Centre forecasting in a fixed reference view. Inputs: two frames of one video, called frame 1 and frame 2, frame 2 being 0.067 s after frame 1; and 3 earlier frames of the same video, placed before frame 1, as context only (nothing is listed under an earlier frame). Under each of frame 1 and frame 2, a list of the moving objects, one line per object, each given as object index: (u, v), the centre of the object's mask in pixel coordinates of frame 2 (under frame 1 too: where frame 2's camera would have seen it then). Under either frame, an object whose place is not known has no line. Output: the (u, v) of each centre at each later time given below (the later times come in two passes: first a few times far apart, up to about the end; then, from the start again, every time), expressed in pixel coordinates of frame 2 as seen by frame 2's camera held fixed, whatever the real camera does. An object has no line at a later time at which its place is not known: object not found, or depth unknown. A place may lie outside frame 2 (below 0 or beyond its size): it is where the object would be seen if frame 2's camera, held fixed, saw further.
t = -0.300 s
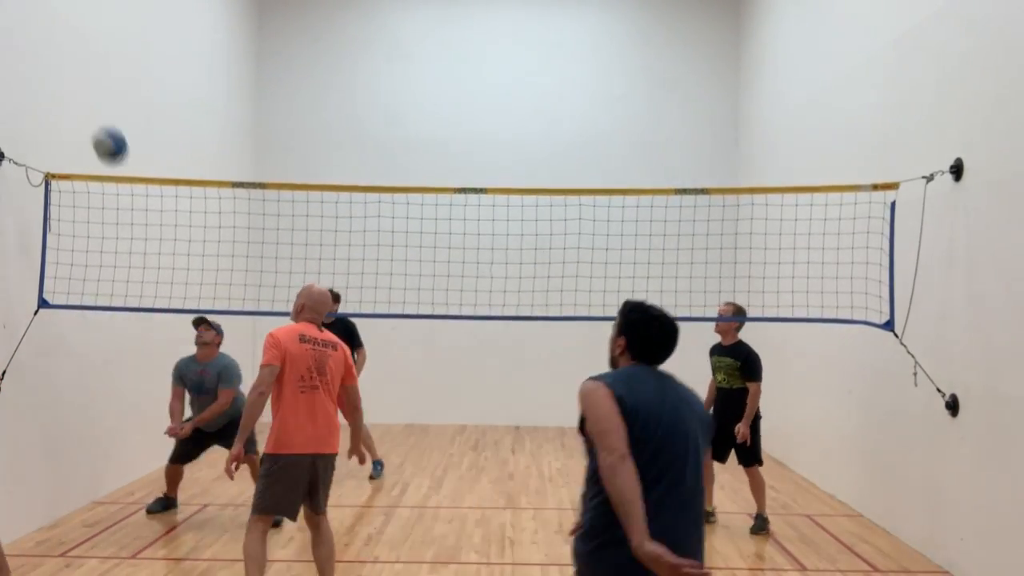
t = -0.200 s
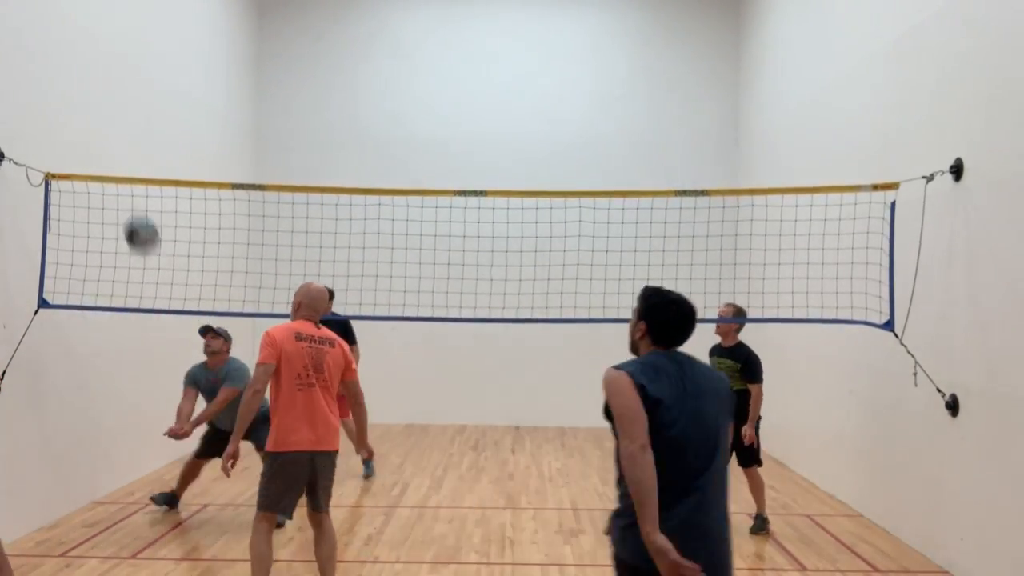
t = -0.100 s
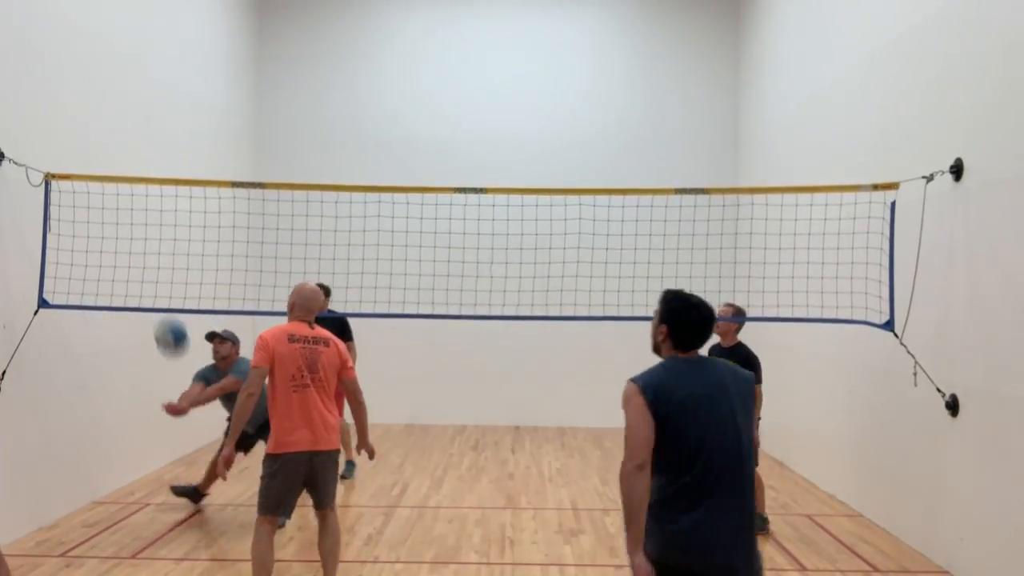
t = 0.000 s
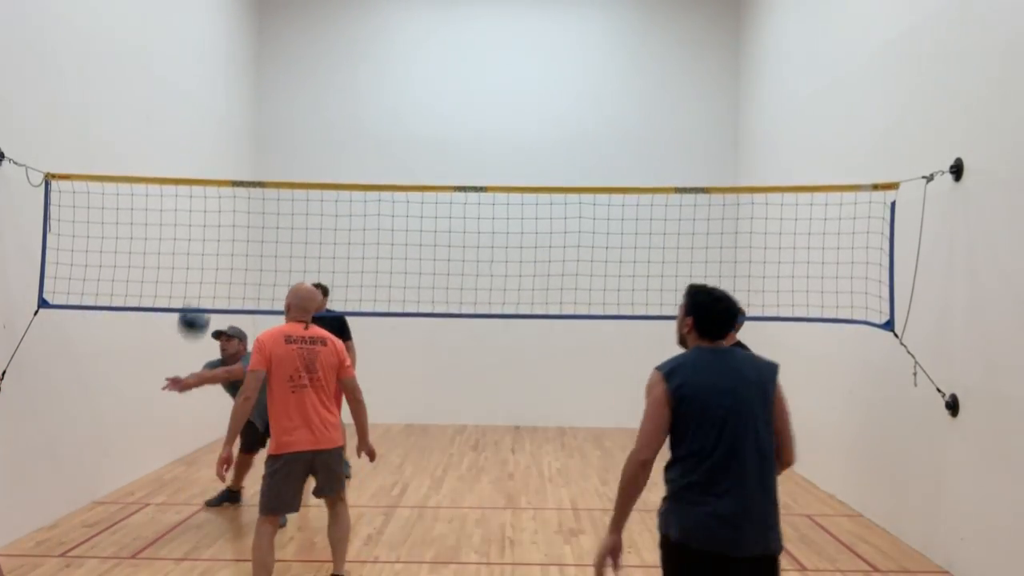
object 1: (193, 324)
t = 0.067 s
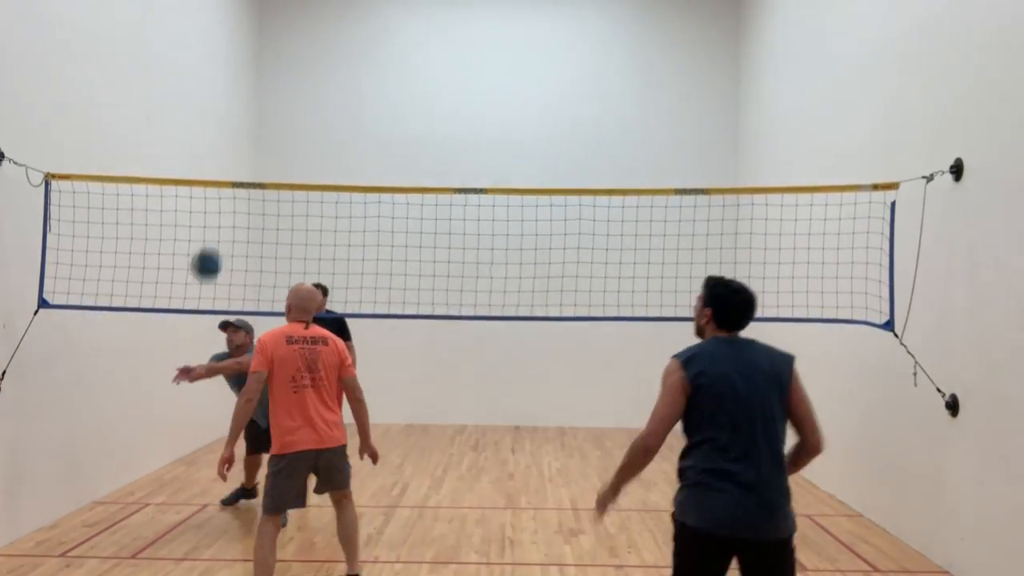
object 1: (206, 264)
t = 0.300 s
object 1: (241, 134)
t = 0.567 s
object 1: (276, 83)
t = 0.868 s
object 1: (309, 130)
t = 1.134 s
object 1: (332, 243)
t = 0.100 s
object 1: (212, 240)
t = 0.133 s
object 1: (217, 217)
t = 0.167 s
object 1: (222, 199)
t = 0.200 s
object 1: (228, 173)
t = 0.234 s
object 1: (232, 161)
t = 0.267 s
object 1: (237, 146)
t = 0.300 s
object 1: (241, 134)
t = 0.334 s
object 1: (246, 122)
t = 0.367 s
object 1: (251, 111)
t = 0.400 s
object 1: (256, 103)
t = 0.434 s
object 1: (260, 96)
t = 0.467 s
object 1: (264, 90)
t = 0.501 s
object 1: (268, 86)
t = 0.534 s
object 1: (272, 84)
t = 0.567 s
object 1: (276, 83)
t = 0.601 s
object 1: (280, 84)
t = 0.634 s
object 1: (284, 85)
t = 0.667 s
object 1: (288, 88)
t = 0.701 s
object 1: (293, 92)
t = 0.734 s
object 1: (296, 98)
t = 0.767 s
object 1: (299, 104)
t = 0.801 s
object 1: (303, 111)
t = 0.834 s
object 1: (306, 119)
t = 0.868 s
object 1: (309, 130)
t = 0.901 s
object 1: (312, 141)
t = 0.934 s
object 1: (316, 152)
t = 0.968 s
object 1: (319, 165)
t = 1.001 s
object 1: (323, 176)
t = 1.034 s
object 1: (325, 198)
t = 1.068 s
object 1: (328, 210)
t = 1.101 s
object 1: (330, 226)
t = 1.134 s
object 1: (332, 243)
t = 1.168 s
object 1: (335, 261)
